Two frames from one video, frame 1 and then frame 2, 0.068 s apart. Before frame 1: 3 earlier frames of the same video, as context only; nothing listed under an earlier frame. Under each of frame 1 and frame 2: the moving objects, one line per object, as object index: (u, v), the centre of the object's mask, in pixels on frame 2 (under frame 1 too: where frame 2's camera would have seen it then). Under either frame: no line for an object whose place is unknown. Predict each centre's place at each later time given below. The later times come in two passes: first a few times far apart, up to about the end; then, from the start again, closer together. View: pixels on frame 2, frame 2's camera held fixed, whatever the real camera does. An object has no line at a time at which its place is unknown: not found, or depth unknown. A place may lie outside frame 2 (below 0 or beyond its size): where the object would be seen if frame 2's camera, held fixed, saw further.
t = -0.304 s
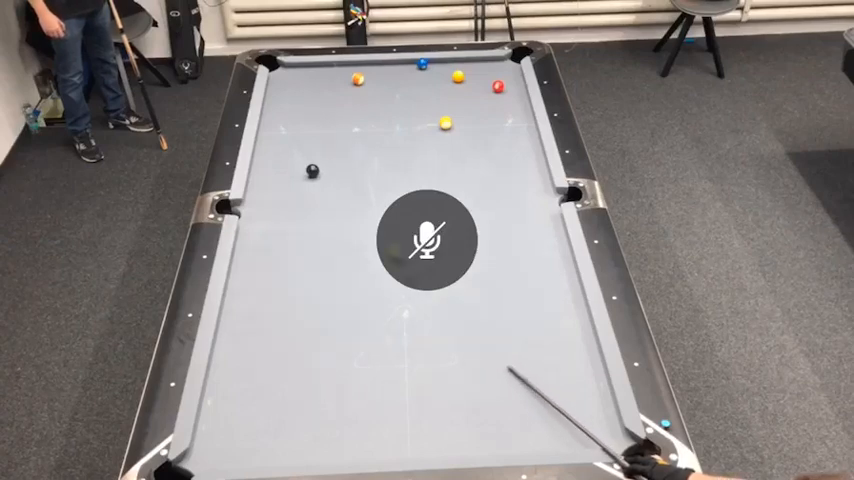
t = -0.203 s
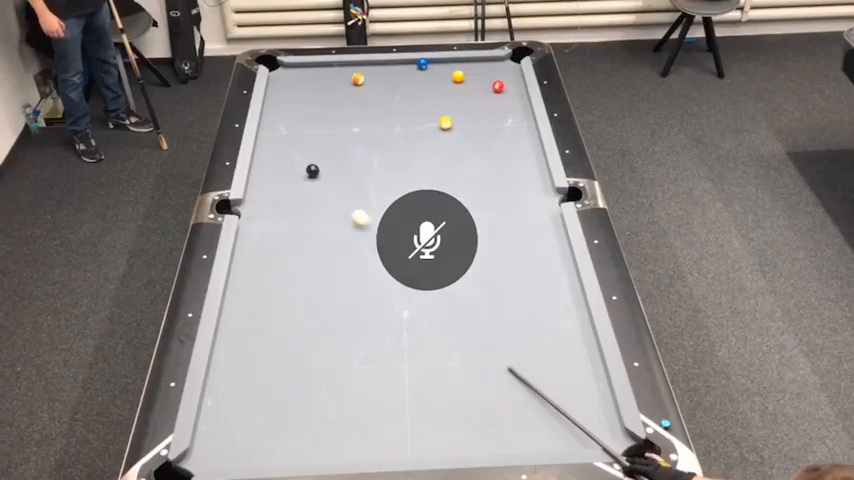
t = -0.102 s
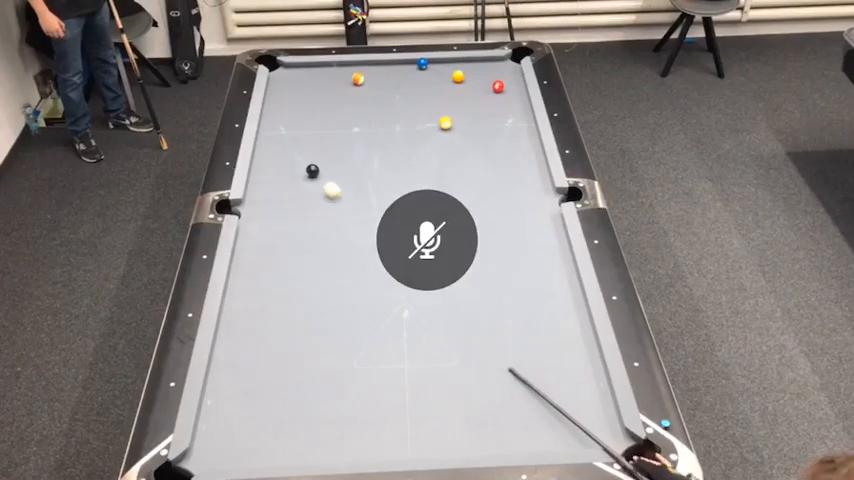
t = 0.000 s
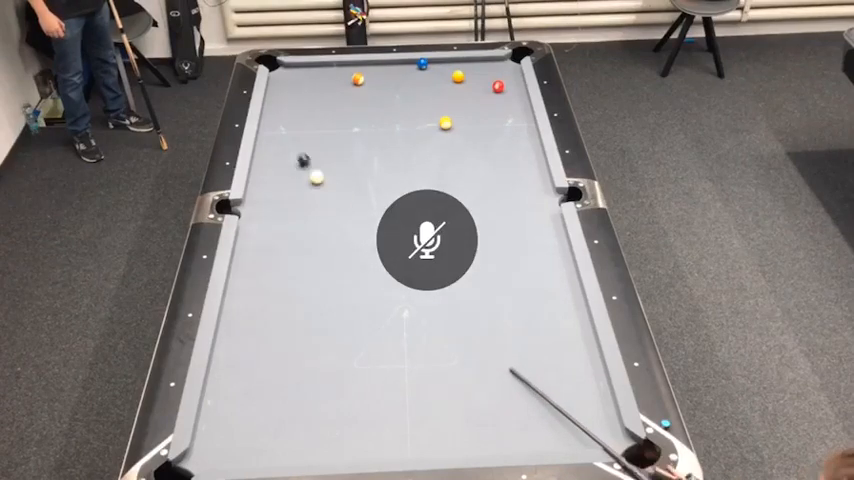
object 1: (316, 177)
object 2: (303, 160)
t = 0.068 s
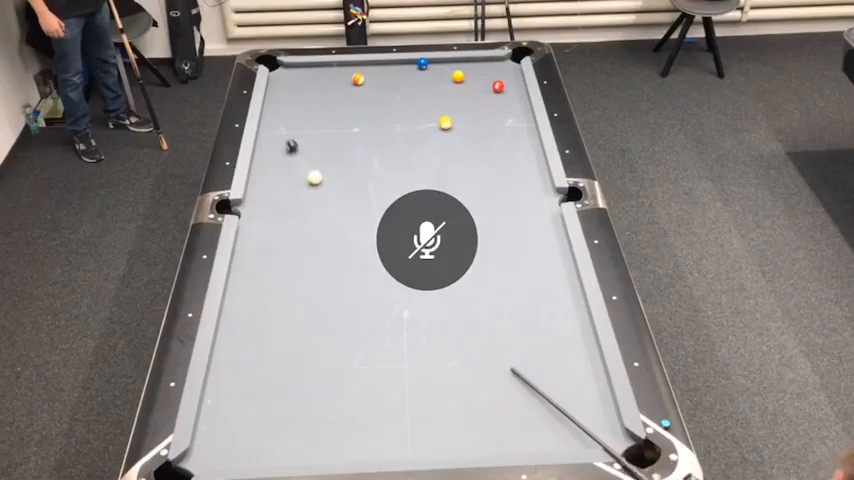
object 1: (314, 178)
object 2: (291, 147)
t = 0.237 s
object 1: (310, 178)
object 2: (268, 119)
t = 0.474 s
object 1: (305, 180)
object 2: (287, 94)
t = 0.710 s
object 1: (300, 180)
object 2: (306, 71)
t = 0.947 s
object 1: (296, 181)
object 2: (326, 74)
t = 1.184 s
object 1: (293, 181)
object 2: (345, 85)
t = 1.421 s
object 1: (292, 181)
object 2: (365, 97)
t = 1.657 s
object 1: (290, 182)
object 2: (385, 108)
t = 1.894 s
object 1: (290, 181)
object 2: (408, 121)
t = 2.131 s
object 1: (290, 181)
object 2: (429, 132)
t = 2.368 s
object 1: (290, 181)
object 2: (450, 144)
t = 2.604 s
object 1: (290, 181)
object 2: (471, 155)
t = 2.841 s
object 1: (290, 181)
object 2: (492, 167)
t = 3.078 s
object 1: (290, 181)
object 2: (513, 178)
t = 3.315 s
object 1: (290, 181)
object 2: (534, 190)
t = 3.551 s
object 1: (290, 181)
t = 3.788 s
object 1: (290, 181)
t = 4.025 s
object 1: (290, 181)
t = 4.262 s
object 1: (290, 181)
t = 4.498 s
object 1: (290, 181)
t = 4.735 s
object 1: (290, 181)
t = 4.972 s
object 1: (290, 181)
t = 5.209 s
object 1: (290, 181)
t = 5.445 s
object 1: (290, 181)
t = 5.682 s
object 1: (290, 181)
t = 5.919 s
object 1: (290, 181)
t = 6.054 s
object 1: (290, 181)
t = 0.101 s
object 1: (314, 178)
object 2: (286, 141)
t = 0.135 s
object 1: (313, 178)
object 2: (281, 135)
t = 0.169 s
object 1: (312, 178)
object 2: (276, 129)
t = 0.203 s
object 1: (311, 178)
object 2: (272, 124)
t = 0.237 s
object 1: (310, 178)
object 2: (268, 119)
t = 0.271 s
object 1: (309, 179)
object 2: (266, 115)
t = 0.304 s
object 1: (309, 179)
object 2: (271, 111)
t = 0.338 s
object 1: (307, 179)
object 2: (274, 107)
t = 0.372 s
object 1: (307, 179)
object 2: (277, 104)
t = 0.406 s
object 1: (306, 179)
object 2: (281, 101)
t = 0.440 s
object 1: (305, 179)
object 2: (284, 97)
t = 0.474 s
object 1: (305, 180)
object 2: (287, 94)
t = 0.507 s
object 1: (304, 180)
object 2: (290, 90)
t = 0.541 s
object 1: (303, 180)
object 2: (293, 87)
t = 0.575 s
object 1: (302, 180)
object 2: (296, 84)
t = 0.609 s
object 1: (302, 180)
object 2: (298, 80)
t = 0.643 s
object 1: (301, 180)
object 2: (301, 77)
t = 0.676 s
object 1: (301, 180)
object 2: (304, 75)
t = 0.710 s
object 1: (300, 180)
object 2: (306, 71)
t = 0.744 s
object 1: (299, 180)
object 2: (309, 69)
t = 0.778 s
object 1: (299, 181)
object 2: (312, 66)
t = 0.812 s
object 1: (298, 181)
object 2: (314, 68)
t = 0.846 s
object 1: (298, 181)
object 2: (317, 69)
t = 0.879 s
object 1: (297, 181)
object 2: (320, 72)
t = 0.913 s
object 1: (297, 181)
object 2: (323, 73)
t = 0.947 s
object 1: (296, 181)
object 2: (326, 74)
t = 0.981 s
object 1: (296, 181)
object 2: (329, 76)
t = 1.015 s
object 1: (295, 181)
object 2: (331, 77)
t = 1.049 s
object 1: (295, 181)
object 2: (334, 79)
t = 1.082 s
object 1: (295, 181)
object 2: (337, 81)
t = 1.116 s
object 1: (294, 181)
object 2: (340, 82)
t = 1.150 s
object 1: (294, 181)
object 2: (342, 83)
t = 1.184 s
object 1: (293, 181)
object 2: (345, 85)
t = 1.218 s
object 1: (293, 181)
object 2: (348, 87)
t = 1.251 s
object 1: (293, 181)
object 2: (351, 89)
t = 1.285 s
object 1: (292, 181)
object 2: (354, 91)
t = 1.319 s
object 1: (292, 181)
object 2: (357, 92)
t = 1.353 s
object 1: (292, 181)
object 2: (360, 93)
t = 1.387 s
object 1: (292, 181)
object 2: (363, 95)
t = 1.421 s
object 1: (292, 181)
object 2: (365, 97)
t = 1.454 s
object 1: (291, 181)
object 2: (368, 98)
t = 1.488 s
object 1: (291, 181)
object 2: (371, 100)
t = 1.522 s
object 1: (291, 182)
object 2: (374, 102)
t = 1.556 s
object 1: (291, 181)
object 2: (377, 103)
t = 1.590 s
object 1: (290, 182)
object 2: (380, 105)
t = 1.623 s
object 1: (290, 181)
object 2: (382, 106)
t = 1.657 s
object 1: (290, 182)
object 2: (385, 108)
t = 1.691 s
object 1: (290, 181)
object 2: (388, 110)
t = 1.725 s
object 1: (290, 181)
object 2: (391, 111)
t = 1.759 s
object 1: (290, 181)
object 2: (394, 113)
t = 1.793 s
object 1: (290, 181)
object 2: (397, 114)
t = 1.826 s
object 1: (290, 181)
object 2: (400, 116)
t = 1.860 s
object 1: (290, 181)
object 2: (405, 119)
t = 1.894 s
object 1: (290, 181)
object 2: (408, 121)
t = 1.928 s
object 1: (290, 181)
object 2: (411, 123)
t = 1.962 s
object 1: (290, 181)
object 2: (414, 124)
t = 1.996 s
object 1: (290, 181)
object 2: (417, 126)
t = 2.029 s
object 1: (290, 181)
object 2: (420, 128)
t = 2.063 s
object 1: (290, 181)
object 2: (423, 129)
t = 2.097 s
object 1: (290, 181)
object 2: (426, 131)
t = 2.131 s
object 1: (290, 181)
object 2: (429, 132)
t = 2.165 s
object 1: (290, 181)
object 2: (432, 134)
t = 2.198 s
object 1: (290, 181)
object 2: (435, 136)
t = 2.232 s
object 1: (290, 181)
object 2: (438, 137)
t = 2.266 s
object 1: (290, 181)
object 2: (441, 139)
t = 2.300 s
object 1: (290, 181)
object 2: (444, 141)
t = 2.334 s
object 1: (290, 181)
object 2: (446, 142)
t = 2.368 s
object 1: (290, 181)
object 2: (450, 144)
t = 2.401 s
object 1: (290, 181)
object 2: (453, 146)
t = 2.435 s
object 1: (290, 181)
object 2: (456, 147)
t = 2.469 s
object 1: (290, 181)
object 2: (459, 149)
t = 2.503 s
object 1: (290, 181)
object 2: (462, 150)
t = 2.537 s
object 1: (290, 181)
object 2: (465, 152)
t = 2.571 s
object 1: (290, 181)
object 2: (468, 153)
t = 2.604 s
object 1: (290, 181)
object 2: (471, 155)
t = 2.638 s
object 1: (290, 181)
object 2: (474, 157)
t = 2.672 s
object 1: (290, 181)
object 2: (477, 158)
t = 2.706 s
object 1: (290, 181)
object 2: (480, 160)
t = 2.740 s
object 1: (290, 181)
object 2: (483, 162)
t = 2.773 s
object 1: (290, 181)
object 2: (486, 163)
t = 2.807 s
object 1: (290, 181)
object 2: (489, 165)
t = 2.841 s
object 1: (290, 181)
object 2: (492, 167)
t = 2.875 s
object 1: (290, 181)
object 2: (495, 168)
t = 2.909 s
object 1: (290, 181)
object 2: (498, 170)
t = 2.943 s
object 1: (290, 181)
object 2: (501, 172)
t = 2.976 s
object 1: (290, 181)
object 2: (504, 173)
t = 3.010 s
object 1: (290, 181)
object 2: (507, 175)
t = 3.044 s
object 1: (290, 181)
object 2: (510, 176)
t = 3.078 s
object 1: (290, 181)
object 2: (513, 178)
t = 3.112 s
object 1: (290, 181)
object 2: (516, 180)
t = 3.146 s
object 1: (290, 181)
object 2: (520, 181)
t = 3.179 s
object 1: (290, 181)
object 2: (523, 183)
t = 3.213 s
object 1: (290, 181)
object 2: (526, 185)
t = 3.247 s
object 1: (290, 181)
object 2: (529, 186)
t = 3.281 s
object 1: (290, 181)
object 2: (532, 188)
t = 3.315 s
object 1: (290, 181)
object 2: (534, 190)
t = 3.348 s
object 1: (290, 181)
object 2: (538, 191)
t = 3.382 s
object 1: (290, 181)
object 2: (541, 193)
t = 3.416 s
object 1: (290, 181)
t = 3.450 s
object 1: (290, 181)
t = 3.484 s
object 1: (290, 181)
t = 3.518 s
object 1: (290, 181)
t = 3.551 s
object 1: (290, 181)
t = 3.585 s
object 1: (290, 181)
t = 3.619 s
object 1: (290, 181)
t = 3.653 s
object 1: (290, 181)
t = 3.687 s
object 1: (290, 181)
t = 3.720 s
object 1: (290, 181)
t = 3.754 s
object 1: (290, 181)
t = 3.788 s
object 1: (290, 181)
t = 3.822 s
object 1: (290, 181)
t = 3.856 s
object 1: (290, 181)
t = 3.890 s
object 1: (290, 181)
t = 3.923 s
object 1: (290, 181)
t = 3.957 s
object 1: (290, 182)
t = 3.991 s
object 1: (290, 181)
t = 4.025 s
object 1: (290, 181)
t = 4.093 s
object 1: (290, 181)
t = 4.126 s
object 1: (290, 181)
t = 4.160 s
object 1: (290, 181)
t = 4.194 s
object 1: (290, 181)
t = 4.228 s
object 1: (290, 181)
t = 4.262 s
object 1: (290, 181)
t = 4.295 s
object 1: (290, 181)
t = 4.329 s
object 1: (290, 181)
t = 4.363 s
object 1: (290, 181)
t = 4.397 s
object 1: (290, 181)
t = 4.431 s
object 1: (290, 181)
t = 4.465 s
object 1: (290, 181)
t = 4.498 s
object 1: (290, 181)
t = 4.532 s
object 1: (290, 181)
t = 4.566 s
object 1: (290, 181)
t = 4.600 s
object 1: (290, 181)
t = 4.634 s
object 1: (290, 181)
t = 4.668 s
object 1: (290, 181)
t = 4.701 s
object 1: (290, 181)
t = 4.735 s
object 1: (290, 181)
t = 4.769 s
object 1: (290, 181)
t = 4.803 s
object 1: (290, 181)
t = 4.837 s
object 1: (290, 181)
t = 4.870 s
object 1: (290, 181)
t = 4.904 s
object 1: (290, 181)
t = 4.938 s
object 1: (290, 181)
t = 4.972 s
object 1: (290, 181)
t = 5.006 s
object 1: (290, 181)
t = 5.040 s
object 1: (290, 181)
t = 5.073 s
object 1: (290, 181)
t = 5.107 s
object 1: (290, 181)
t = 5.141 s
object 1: (290, 181)
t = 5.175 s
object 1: (290, 181)
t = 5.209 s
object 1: (290, 181)
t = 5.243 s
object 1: (290, 181)
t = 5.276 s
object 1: (290, 181)
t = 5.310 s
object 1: (290, 181)
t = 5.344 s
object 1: (290, 181)
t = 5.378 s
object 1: (290, 181)
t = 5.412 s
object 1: (290, 181)
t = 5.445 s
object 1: (290, 181)
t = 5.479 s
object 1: (290, 181)
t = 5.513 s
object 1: (290, 181)
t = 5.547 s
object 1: (290, 181)
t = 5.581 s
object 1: (290, 181)
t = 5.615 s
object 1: (290, 181)
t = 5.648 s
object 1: (290, 181)
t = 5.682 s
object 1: (290, 181)
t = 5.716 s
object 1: (290, 181)
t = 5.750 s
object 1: (290, 181)
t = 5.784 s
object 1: (290, 181)
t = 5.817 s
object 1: (290, 181)
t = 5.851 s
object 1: (290, 181)
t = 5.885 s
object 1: (290, 181)
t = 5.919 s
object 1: (290, 181)
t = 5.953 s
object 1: (290, 181)
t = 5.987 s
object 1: (290, 181)
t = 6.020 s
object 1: (290, 181)
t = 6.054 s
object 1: (290, 181)
